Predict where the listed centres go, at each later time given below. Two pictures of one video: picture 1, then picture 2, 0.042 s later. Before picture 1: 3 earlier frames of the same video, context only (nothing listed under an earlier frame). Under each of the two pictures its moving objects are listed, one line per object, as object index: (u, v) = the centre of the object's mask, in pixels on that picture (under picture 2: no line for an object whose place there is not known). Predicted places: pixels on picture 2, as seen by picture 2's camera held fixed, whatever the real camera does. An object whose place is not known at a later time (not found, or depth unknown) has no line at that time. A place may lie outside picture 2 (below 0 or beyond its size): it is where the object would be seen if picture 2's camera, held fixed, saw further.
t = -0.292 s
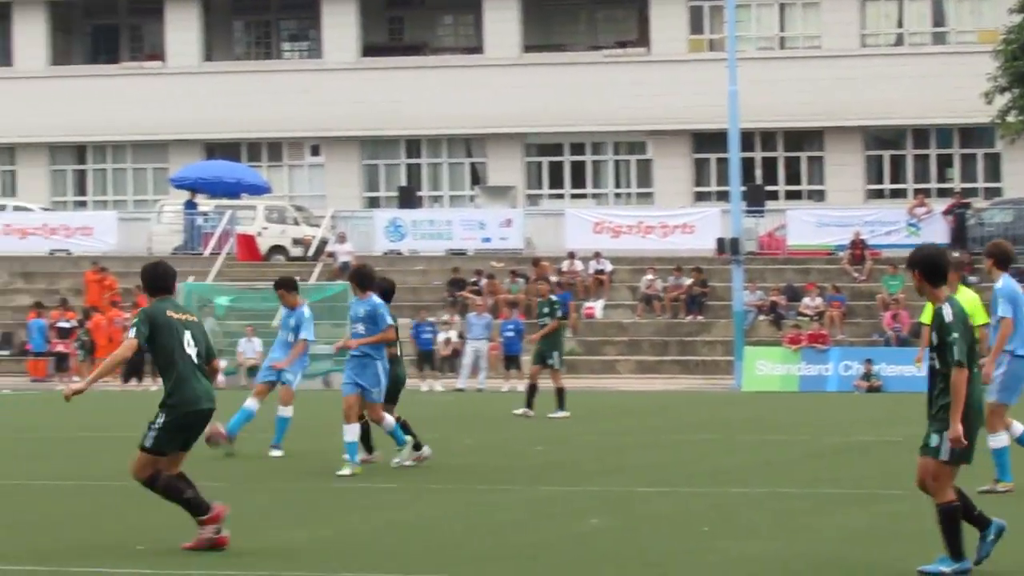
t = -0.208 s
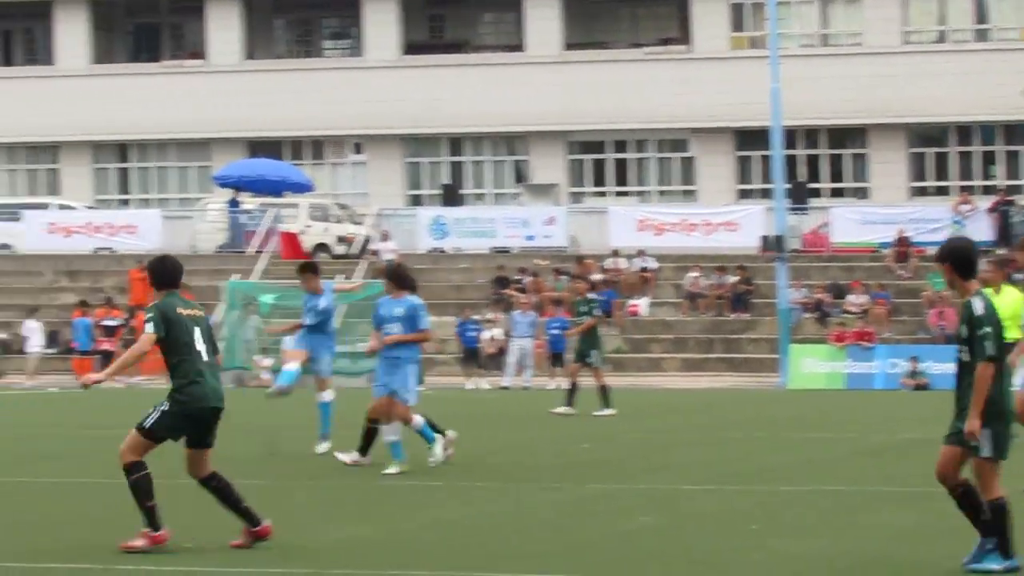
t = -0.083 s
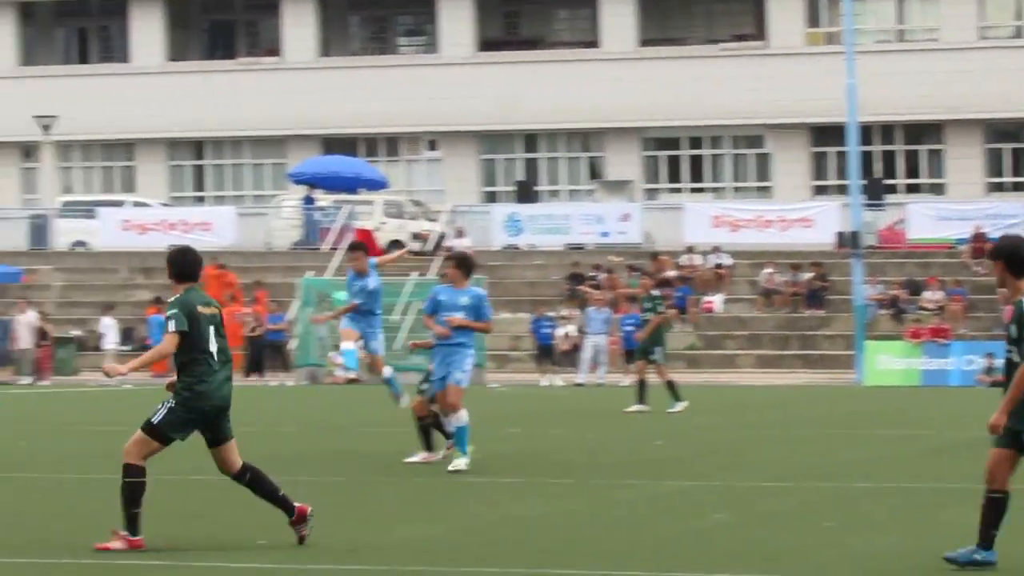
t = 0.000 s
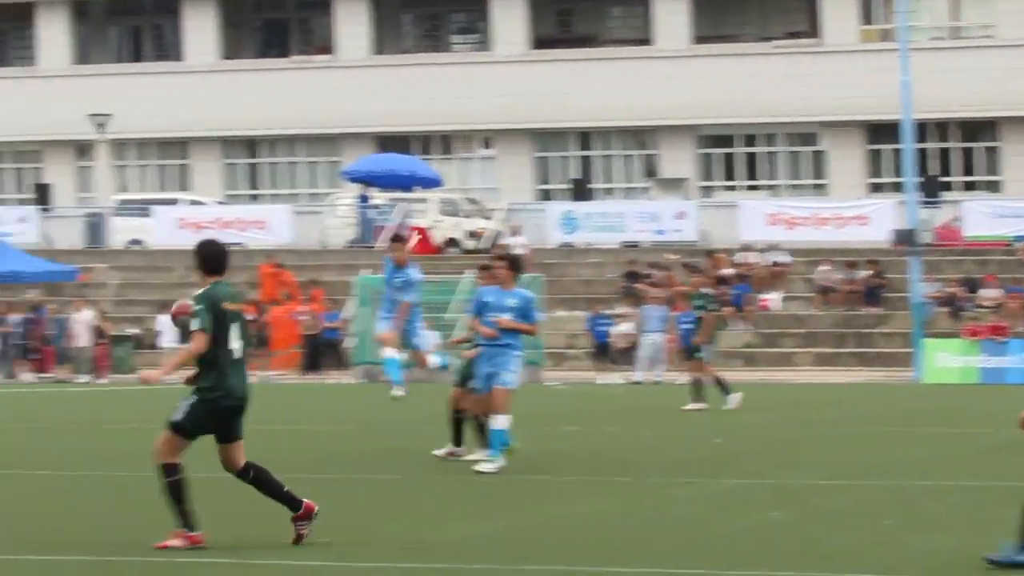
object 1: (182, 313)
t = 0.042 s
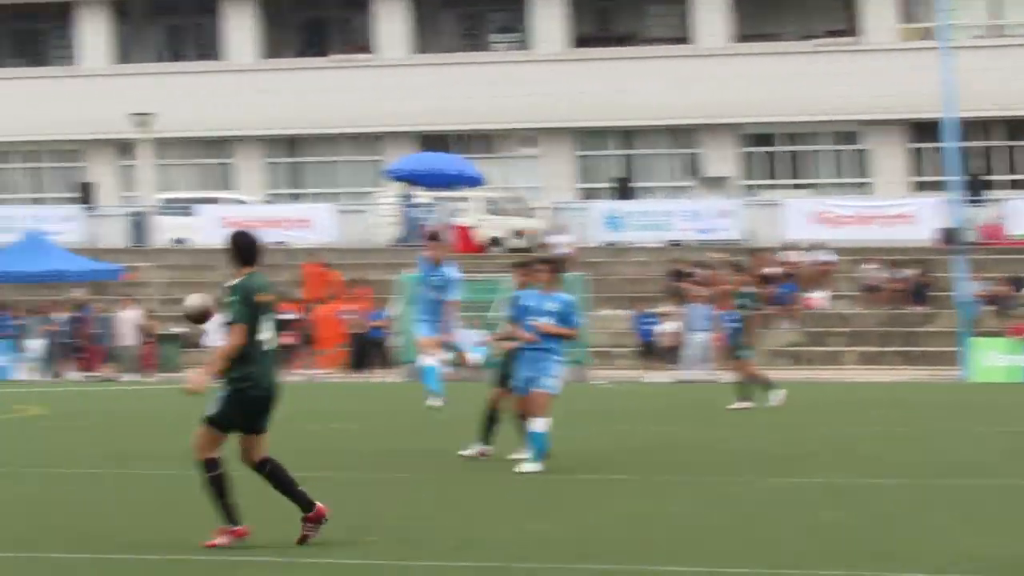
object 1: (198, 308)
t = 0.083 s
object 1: (164, 309)
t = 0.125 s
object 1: (125, 312)
